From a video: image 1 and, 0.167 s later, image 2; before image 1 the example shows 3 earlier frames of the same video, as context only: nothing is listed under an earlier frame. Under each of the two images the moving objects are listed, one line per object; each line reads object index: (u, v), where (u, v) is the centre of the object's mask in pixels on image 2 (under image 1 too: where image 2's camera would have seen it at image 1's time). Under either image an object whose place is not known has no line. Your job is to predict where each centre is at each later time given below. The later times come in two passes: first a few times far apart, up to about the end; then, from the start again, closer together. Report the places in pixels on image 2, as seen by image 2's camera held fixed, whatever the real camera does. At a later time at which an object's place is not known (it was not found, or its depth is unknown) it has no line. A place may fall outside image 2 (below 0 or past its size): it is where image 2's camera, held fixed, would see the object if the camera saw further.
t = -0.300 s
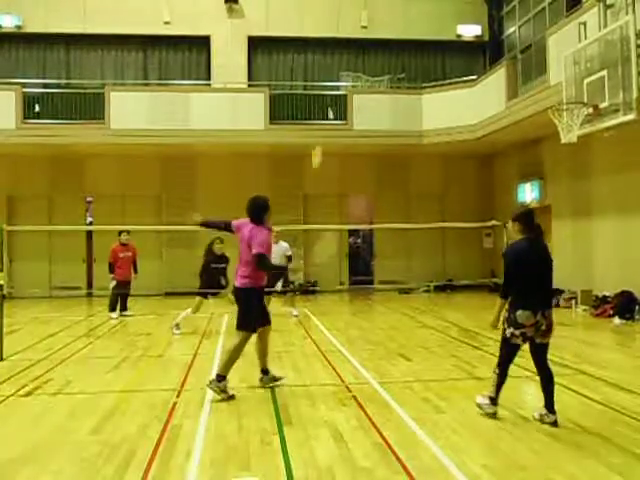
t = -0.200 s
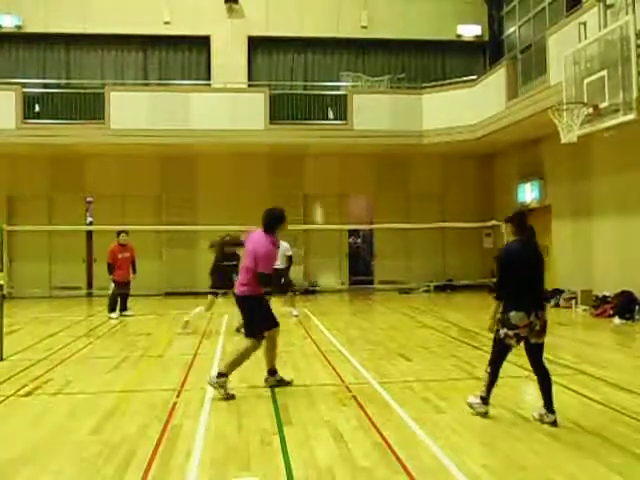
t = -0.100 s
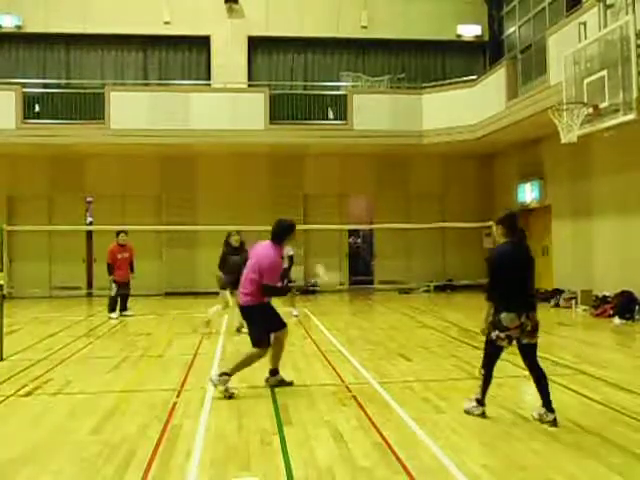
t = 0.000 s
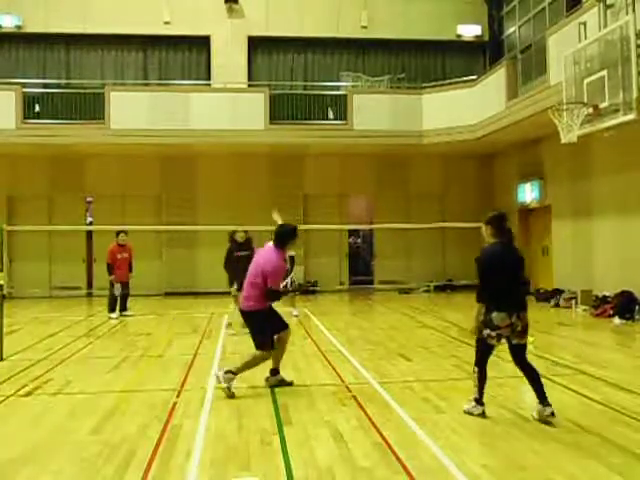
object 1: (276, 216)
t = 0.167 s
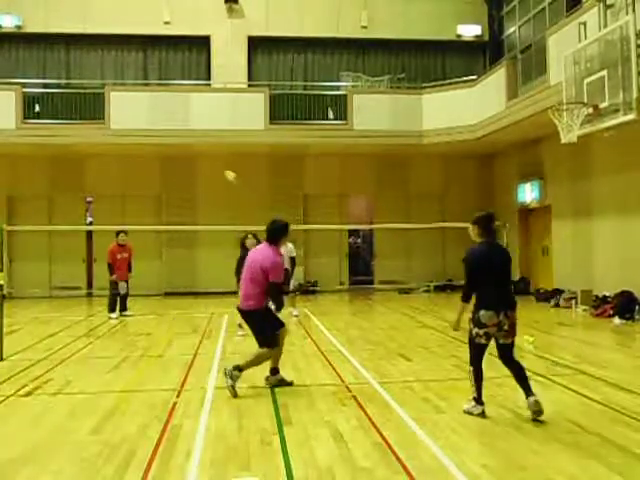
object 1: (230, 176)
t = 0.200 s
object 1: (223, 171)
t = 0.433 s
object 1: (183, 170)
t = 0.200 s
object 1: (223, 171)
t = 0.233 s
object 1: (216, 166)
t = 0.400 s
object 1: (188, 168)
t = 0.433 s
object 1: (183, 170)
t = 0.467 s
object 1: (178, 174)
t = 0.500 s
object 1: (174, 177)
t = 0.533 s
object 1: (170, 182)
